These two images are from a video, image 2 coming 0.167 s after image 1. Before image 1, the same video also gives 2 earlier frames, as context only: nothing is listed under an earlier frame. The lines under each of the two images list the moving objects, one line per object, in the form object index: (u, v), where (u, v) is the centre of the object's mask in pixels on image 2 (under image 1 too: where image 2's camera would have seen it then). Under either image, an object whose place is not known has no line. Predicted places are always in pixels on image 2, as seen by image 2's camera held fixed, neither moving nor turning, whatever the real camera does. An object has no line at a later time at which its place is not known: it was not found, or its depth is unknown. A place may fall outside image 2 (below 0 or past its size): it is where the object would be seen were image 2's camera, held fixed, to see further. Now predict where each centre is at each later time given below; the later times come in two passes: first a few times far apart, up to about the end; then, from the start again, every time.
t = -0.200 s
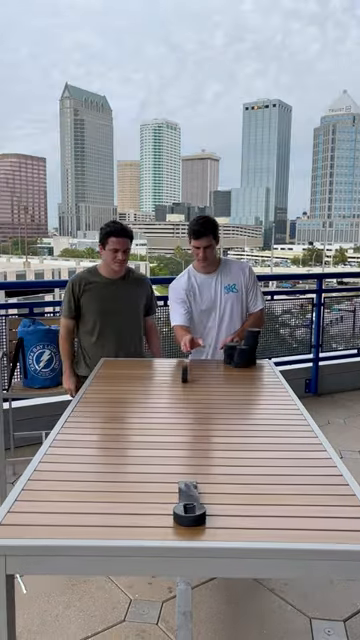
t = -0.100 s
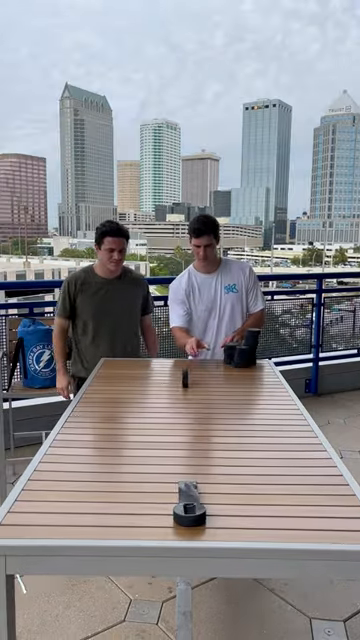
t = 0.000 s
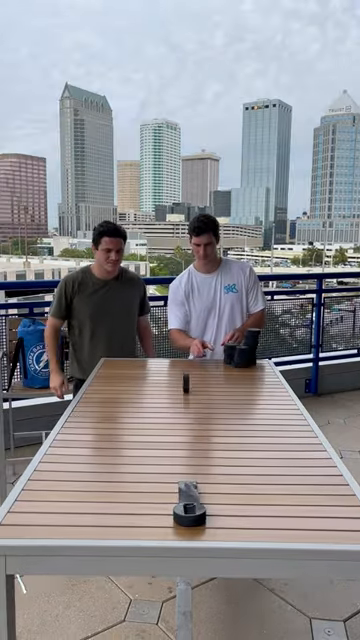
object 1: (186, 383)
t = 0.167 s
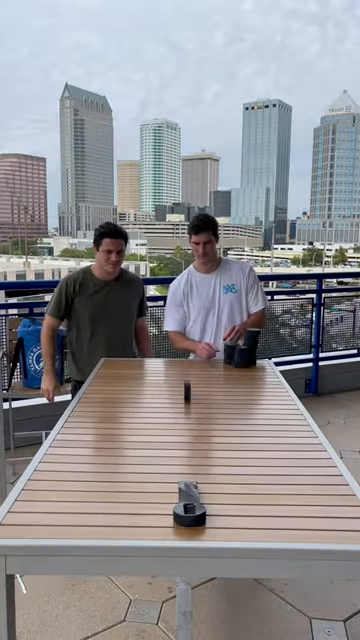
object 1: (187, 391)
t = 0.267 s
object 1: (188, 397)
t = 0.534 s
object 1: (188, 413)
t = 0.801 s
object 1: (190, 433)
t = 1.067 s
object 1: (190, 456)
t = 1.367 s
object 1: (191, 483)
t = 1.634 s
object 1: (190, 486)
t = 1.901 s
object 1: (190, 486)
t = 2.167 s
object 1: (190, 479)
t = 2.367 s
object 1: (189, 455)
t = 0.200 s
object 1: (187, 393)
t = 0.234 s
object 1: (187, 395)
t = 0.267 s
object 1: (188, 397)
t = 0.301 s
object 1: (188, 399)
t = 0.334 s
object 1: (187, 401)
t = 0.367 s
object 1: (188, 403)
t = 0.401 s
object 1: (188, 405)
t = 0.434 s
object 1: (188, 407)
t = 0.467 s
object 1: (188, 409)
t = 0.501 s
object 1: (188, 411)
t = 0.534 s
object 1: (188, 413)
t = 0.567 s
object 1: (189, 416)
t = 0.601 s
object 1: (189, 418)
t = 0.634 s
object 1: (189, 420)
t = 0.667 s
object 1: (189, 423)
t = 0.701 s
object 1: (189, 426)
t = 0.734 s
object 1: (189, 428)
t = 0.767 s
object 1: (190, 430)
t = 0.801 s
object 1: (190, 433)
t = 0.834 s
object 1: (190, 436)
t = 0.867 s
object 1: (190, 439)
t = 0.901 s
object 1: (190, 441)
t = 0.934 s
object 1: (190, 444)
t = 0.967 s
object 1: (190, 447)
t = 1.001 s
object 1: (190, 449)
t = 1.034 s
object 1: (190, 453)
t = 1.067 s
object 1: (190, 456)
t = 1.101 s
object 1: (191, 459)
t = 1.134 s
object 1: (191, 463)
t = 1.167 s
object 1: (190, 466)
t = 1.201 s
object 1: (190, 467)
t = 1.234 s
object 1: (191, 472)
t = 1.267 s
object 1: (191, 474)
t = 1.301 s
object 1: (191, 481)
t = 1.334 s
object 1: (190, 483)
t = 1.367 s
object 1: (191, 483)
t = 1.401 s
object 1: (191, 485)
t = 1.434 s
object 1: (191, 485)
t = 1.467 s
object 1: (191, 485)
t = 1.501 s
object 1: (191, 486)
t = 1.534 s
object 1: (190, 486)
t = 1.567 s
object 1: (190, 486)
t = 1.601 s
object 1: (190, 486)
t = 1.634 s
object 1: (190, 486)
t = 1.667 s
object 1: (190, 487)
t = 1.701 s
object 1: (190, 486)
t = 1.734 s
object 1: (190, 486)
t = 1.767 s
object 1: (190, 487)
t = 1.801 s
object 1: (190, 486)
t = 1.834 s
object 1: (190, 486)
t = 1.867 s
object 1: (190, 486)
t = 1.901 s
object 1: (190, 486)
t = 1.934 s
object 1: (190, 486)
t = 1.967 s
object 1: (190, 485)
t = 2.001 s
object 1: (191, 484)
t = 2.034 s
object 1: (191, 483)
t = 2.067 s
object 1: (191, 483)
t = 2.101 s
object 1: (191, 482)
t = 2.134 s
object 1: (191, 480)
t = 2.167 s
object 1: (190, 479)
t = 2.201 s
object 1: (190, 471)
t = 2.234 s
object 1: (191, 467)
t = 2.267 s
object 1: (191, 464)
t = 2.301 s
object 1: (190, 461)
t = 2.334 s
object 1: (189, 457)
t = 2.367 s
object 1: (189, 455)
